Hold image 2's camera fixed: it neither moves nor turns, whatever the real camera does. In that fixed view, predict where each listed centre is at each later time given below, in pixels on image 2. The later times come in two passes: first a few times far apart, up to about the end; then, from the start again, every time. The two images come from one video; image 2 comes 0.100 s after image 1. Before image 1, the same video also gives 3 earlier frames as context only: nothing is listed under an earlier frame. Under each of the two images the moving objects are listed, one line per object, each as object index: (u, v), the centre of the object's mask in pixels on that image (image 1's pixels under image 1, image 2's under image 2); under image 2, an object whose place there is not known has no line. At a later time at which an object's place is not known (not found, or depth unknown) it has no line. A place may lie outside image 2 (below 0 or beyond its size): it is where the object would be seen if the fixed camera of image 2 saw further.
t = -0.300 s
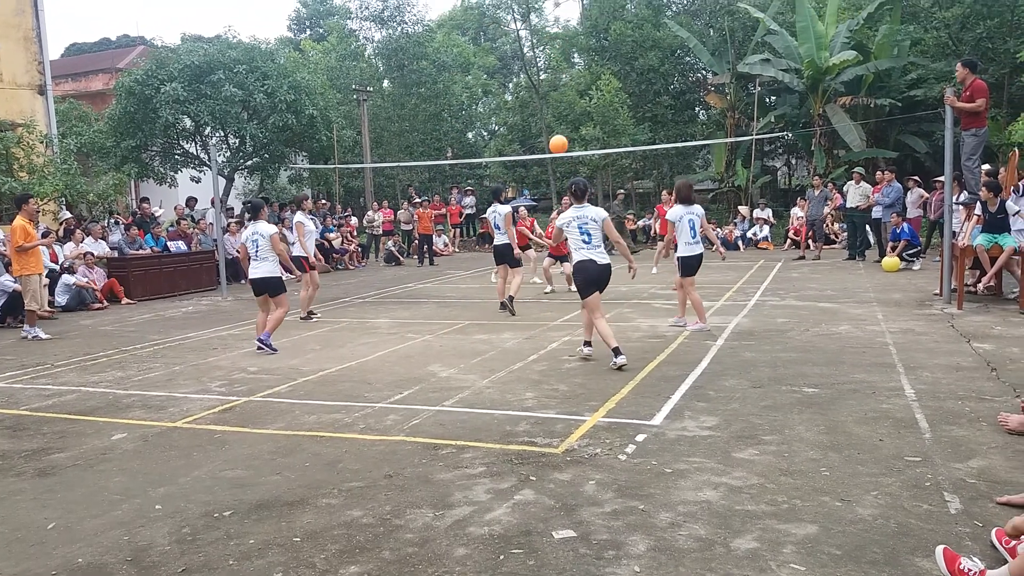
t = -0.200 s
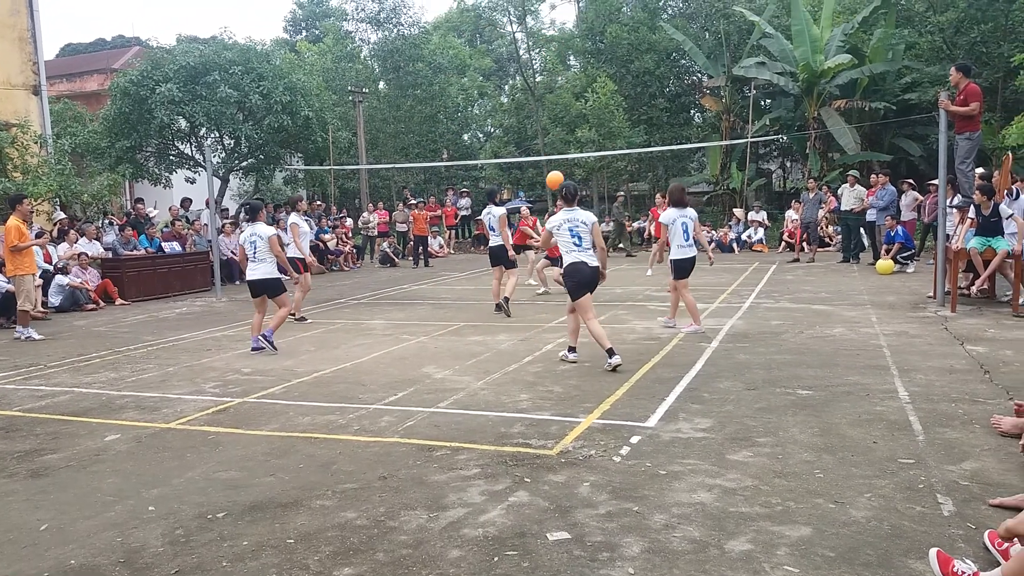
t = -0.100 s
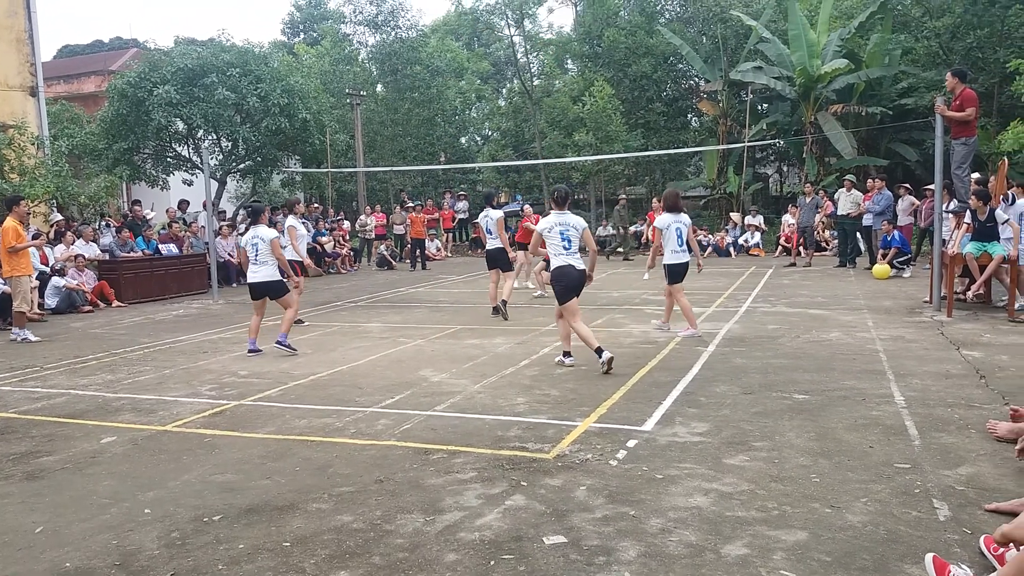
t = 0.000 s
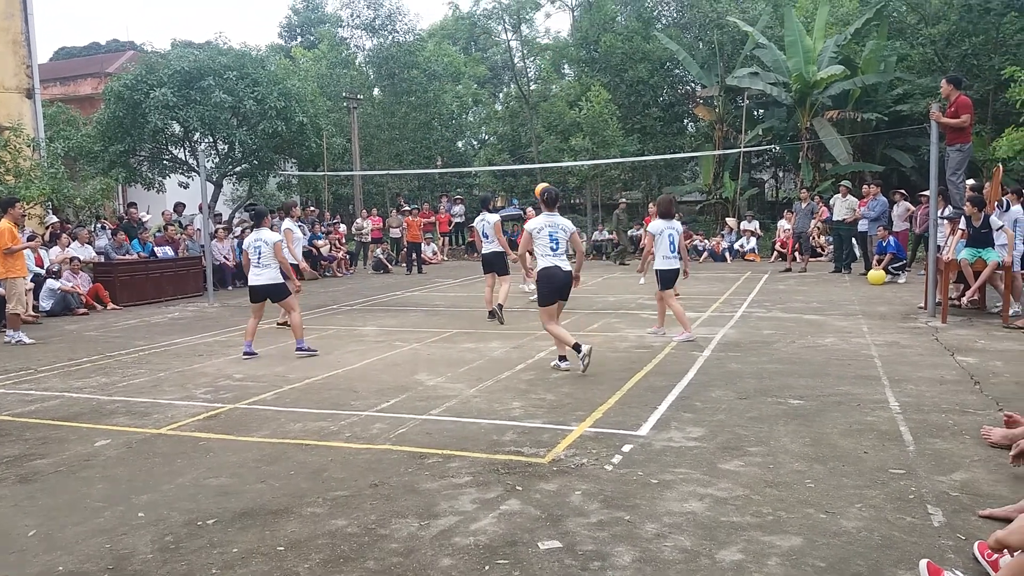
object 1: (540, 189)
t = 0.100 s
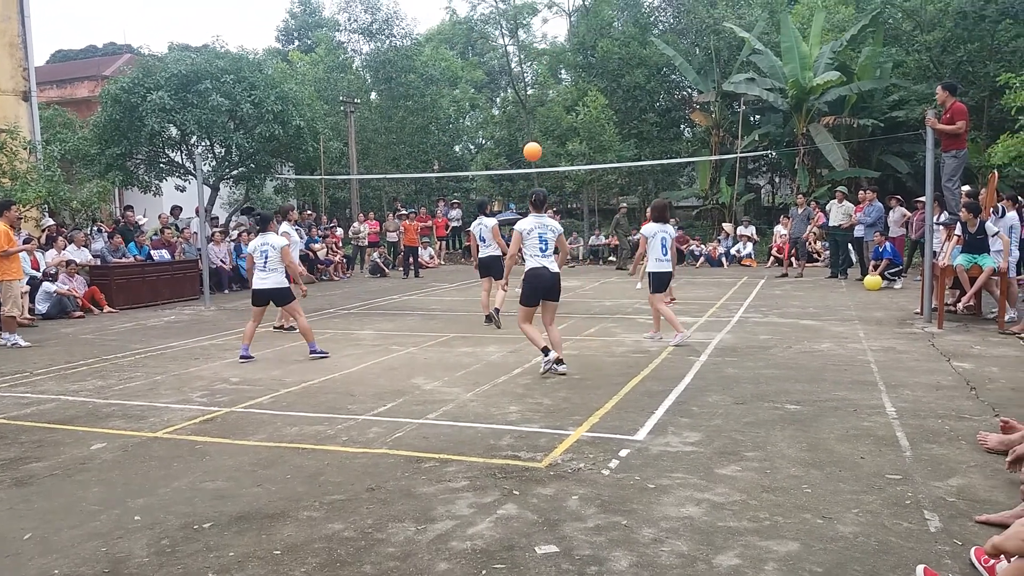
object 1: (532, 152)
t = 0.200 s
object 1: (524, 111)
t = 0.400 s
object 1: (511, 43)
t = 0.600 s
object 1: (497, -2)
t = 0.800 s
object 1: (485, -17)
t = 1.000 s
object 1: (473, 4)
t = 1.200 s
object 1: (462, 69)
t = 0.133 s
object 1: (529, 137)
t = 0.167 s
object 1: (527, 124)
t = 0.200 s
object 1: (524, 111)
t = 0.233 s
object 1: (522, 98)
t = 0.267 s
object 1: (519, 86)
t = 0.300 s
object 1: (517, 74)
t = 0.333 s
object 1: (515, 63)
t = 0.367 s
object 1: (513, 53)
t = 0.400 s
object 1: (511, 43)
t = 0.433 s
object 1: (508, 34)
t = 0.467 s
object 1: (506, 25)
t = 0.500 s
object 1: (504, 17)
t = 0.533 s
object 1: (502, 10)
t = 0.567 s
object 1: (500, 4)
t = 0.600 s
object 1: (497, -2)
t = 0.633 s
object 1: (495, -6)
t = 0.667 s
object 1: (493, -11)
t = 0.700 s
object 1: (491, -13)
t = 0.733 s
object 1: (489, -15)
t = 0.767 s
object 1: (487, -16)
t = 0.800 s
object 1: (485, -17)
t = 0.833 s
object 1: (484, -17)
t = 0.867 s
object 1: (482, -15)
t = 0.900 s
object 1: (480, -13)
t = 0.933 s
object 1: (478, -7)
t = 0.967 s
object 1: (475, -3)
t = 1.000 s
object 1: (473, 4)
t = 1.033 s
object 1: (472, 12)
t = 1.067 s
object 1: (470, 20)
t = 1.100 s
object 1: (468, 30)
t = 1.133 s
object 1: (466, 42)
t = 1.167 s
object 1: (464, 55)
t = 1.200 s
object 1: (462, 69)
